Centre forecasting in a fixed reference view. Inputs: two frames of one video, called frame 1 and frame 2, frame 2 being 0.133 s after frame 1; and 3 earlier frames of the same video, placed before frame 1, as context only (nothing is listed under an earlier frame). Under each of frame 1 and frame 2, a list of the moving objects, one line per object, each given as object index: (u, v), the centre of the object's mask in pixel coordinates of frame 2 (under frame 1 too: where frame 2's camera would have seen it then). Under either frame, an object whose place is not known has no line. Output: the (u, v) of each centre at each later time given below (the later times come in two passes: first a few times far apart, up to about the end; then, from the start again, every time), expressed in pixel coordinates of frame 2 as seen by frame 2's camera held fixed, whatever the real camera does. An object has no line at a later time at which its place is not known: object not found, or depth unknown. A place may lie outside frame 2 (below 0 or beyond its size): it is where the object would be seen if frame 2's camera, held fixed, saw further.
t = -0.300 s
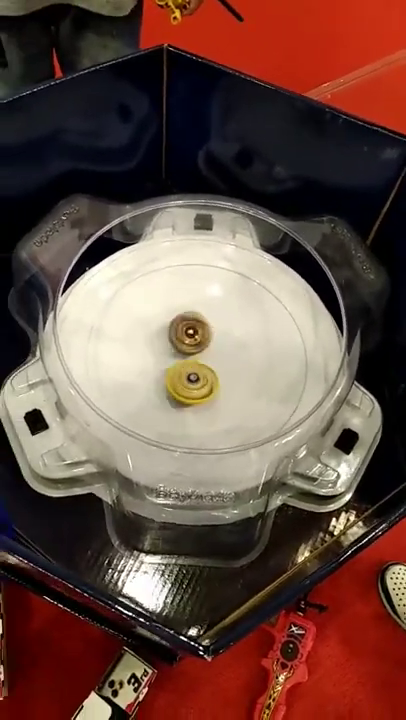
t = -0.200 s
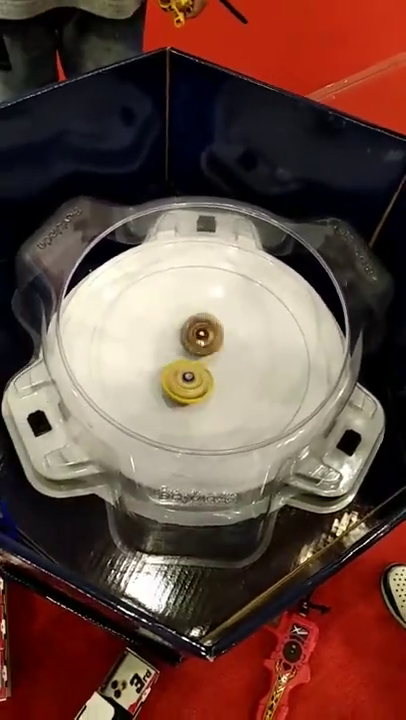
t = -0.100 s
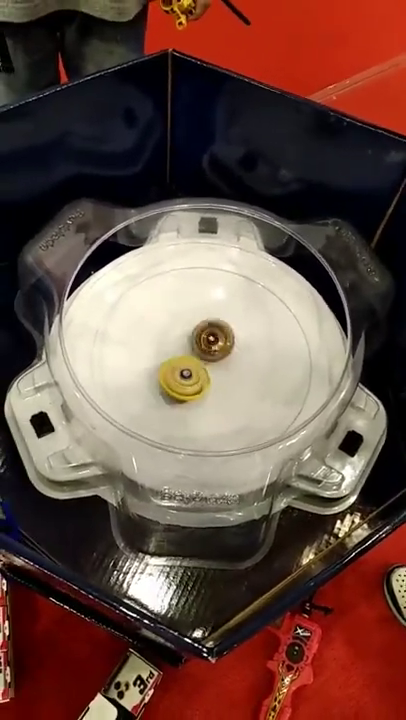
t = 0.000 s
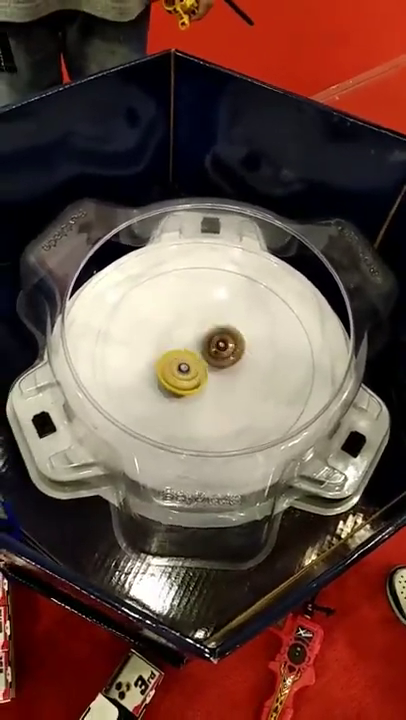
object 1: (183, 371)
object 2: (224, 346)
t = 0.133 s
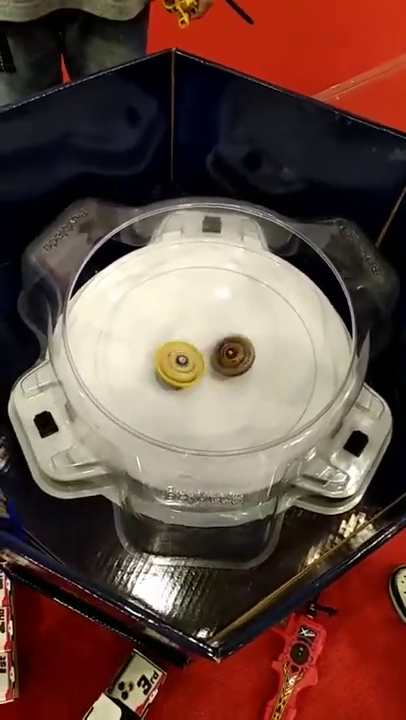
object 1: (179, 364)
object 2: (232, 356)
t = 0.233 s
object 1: (180, 358)
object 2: (233, 364)
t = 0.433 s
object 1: (188, 346)
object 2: (224, 381)
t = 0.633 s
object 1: (203, 341)
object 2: (206, 388)
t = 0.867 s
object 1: (221, 347)
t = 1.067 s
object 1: (233, 356)
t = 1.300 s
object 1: (232, 372)
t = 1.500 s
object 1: (217, 382)
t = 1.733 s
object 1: (197, 382)
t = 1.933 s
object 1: (178, 372)
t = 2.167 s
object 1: (177, 356)
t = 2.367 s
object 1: (187, 344)
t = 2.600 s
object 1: (207, 338)
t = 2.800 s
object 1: (221, 345)
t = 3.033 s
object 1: (232, 359)
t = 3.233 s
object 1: (225, 368)
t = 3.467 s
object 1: (226, 374)
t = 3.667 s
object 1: (223, 371)
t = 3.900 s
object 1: (228, 369)
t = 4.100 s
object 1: (229, 369)
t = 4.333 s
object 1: (227, 370)
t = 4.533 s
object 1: (228, 373)
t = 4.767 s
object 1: (225, 374)
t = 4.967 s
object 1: (227, 377)
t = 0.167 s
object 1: (179, 362)
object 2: (232, 359)
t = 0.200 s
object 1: (179, 360)
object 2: (233, 361)
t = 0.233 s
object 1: (180, 358)
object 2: (233, 364)
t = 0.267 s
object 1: (181, 356)
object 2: (232, 367)
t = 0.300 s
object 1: (183, 353)
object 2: (231, 370)
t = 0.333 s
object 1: (184, 352)
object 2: (229, 373)
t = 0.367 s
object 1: (186, 350)
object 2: (228, 376)
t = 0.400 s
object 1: (187, 348)
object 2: (226, 379)
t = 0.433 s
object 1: (188, 346)
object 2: (224, 381)
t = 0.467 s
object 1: (191, 345)
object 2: (222, 384)
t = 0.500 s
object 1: (192, 343)
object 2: (219, 386)
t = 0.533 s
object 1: (195, 343)
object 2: (216, 387)
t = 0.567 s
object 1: (197, 342)
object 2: (213, 388)
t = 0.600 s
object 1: (201, 342)
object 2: (210, 389)
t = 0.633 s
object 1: (203, 341)
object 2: (206, 388)
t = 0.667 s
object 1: (206, 342)
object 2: (203, 388)
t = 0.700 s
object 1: (209, 342)
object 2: (199, 387)
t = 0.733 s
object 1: (211, 343)
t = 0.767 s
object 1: (213, 344)
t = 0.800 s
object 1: (216, 346)
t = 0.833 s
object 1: (218, 347)
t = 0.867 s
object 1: (221, 347)
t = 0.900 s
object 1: (223, 349)
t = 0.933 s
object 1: (224, 350)
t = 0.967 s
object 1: (226, 352)
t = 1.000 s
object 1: (228, 353)
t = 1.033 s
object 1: (232, 355)
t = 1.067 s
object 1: (233, 356)
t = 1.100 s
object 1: (234, 359)
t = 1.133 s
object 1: (235, 361)
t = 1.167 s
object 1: (235, 363)
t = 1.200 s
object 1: (235, 365)
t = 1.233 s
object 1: (234, 368)
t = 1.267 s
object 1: (233, 370)
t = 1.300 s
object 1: (232, 372)
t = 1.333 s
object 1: (230, 374)
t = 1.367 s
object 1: (228, 375)
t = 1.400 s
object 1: (225, 377)
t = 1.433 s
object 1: (223, 379)
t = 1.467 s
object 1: (221, 380)
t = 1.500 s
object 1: (217, 382)
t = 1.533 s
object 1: (215, 384)
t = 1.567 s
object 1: (213, 384)
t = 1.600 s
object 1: (209, 385)
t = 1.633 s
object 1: (206, 385)
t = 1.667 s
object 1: (203, 384)
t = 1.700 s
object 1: (201, 383)
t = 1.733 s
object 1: (197, 382)
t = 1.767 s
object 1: (195, 381)
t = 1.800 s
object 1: (192, 380)
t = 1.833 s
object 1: (190, 379)
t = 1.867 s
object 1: (189, 376)
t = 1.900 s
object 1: (183, 375)
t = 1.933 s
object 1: (178, 372)
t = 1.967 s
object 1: (176, 370)
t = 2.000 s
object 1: (176, 368)
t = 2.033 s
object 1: (175, 365)
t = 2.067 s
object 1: (175, 363)
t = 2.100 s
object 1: (175, 360)
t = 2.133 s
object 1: (176, 358)
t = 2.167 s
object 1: (177, 356)
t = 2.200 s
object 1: (179, 354)
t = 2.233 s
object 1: (181, 352)
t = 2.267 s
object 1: (182, 349)
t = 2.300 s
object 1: (183, 347)
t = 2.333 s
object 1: (185, 345)
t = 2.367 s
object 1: (187, 344)
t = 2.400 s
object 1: (189, 342)
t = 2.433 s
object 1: (192, 341)
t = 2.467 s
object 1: (195, 340)
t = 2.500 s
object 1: (198, 339)
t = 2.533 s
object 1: (201, 340)
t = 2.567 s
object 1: (204, 340)
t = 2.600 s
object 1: (207, 338)
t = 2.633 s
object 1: (210, 336)
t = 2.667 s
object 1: (213, 337)
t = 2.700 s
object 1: (215, 338)
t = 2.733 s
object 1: (218, 341)
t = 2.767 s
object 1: (220, 342)
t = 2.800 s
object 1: (221, 345)
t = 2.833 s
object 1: (223, 348)
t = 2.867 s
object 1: (225, 350)
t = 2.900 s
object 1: (227, 350)
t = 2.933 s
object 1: (228, 352)
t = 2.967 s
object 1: (228, 355)
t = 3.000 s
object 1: (227, 357)
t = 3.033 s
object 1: (232, 359)
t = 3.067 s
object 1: (236, 362)
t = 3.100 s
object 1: (236, 363)
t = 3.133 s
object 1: (234, 365)
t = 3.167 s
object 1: (231, 366)
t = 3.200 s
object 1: (228, 367)
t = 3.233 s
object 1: (225, 368)
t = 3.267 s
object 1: (224, 369)
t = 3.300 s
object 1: (225, 370)
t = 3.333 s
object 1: (224, 372)
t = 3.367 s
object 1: (223, 372)
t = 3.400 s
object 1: (224, 373)
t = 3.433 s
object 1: (226, 374)
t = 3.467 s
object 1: (226, 374)
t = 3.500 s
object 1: (225, 374)
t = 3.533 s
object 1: (223, 373)
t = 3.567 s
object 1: (222, 371)
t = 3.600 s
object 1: (221, 371)
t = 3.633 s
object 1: (223, 371)
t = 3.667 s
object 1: (223, 371)
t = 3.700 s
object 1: (223, 371)
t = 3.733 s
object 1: (223, 369)
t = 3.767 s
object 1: (224, 369)
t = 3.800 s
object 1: (225, 369)
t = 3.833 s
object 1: (226, 369)
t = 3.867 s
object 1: (227, 369)
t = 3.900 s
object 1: (228, 369)
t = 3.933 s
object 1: (228, 369)
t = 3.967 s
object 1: (228, 369)
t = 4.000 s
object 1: (229, 368)
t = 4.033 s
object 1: (229, 369)
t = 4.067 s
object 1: (229, 369)
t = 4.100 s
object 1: (229, 369)
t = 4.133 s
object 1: (228, 369)
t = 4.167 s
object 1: (228, 369)
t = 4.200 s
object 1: (228, 370)
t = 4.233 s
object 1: (230, 370)
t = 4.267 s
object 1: (229, 370)
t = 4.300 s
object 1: (228, 370)
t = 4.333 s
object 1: (227, 370)
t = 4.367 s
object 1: (227, 370)
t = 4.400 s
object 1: (226, 370)
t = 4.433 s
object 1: (225, 370)
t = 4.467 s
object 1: (225, 370)
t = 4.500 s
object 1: (225, 371)
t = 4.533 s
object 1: (228, 373)
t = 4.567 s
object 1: (230, 373)
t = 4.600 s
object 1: (229, 374)
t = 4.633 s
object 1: (229, 374)
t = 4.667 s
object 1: (228, 374)
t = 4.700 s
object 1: (227, 374)
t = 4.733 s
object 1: (226, 374)
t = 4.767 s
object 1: (225, 374)
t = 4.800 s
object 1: (224, 374)
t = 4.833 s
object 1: (225, 375)
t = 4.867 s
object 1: (227, 377)
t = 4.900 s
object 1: (227, 377)
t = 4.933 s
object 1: (227, 377)
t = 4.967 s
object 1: (227, 377)
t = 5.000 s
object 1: (226, 377)
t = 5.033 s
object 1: (225, 377)
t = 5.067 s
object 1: (225, 377)
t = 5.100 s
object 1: (224, 375)
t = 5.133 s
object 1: (223, 376)
